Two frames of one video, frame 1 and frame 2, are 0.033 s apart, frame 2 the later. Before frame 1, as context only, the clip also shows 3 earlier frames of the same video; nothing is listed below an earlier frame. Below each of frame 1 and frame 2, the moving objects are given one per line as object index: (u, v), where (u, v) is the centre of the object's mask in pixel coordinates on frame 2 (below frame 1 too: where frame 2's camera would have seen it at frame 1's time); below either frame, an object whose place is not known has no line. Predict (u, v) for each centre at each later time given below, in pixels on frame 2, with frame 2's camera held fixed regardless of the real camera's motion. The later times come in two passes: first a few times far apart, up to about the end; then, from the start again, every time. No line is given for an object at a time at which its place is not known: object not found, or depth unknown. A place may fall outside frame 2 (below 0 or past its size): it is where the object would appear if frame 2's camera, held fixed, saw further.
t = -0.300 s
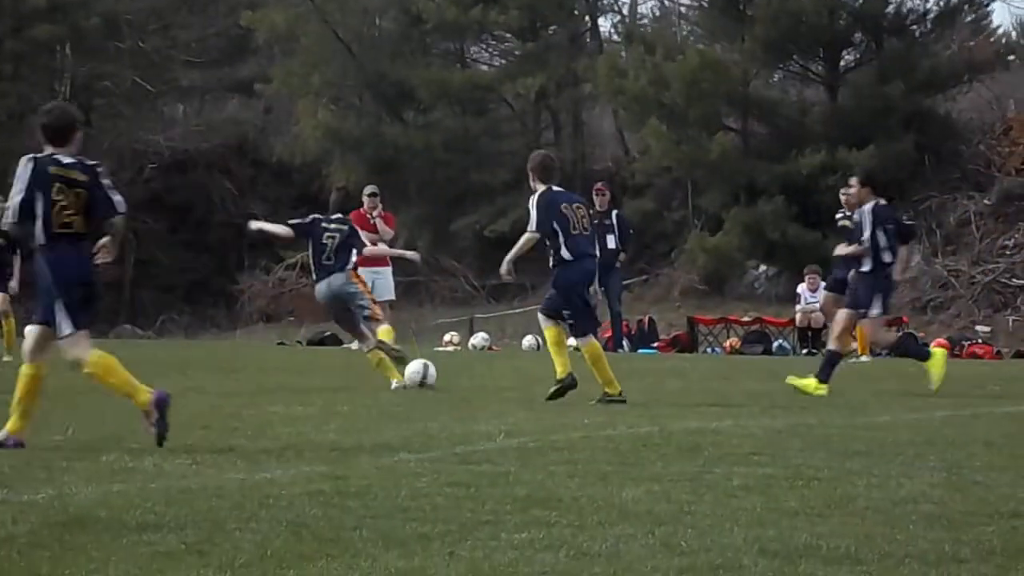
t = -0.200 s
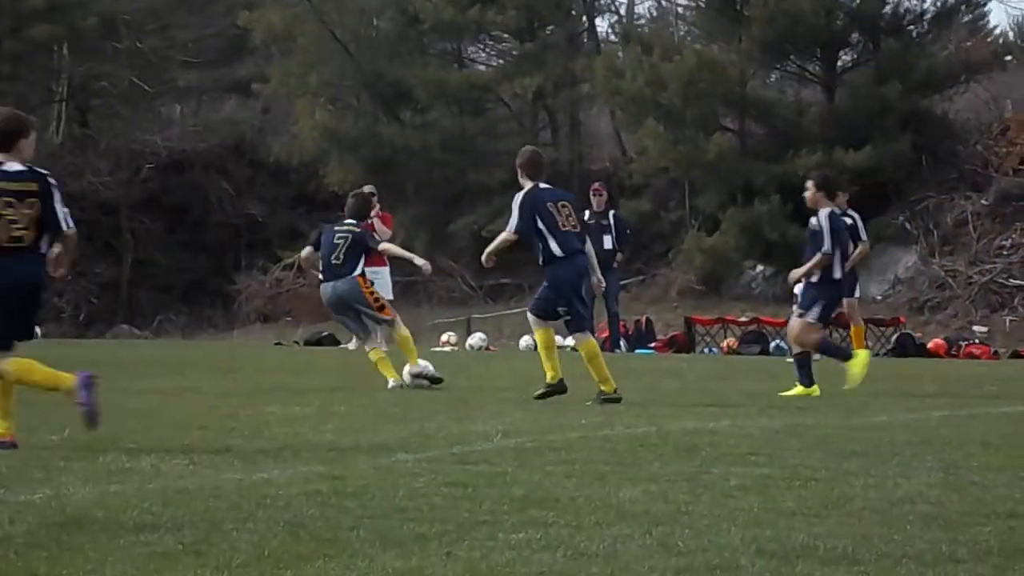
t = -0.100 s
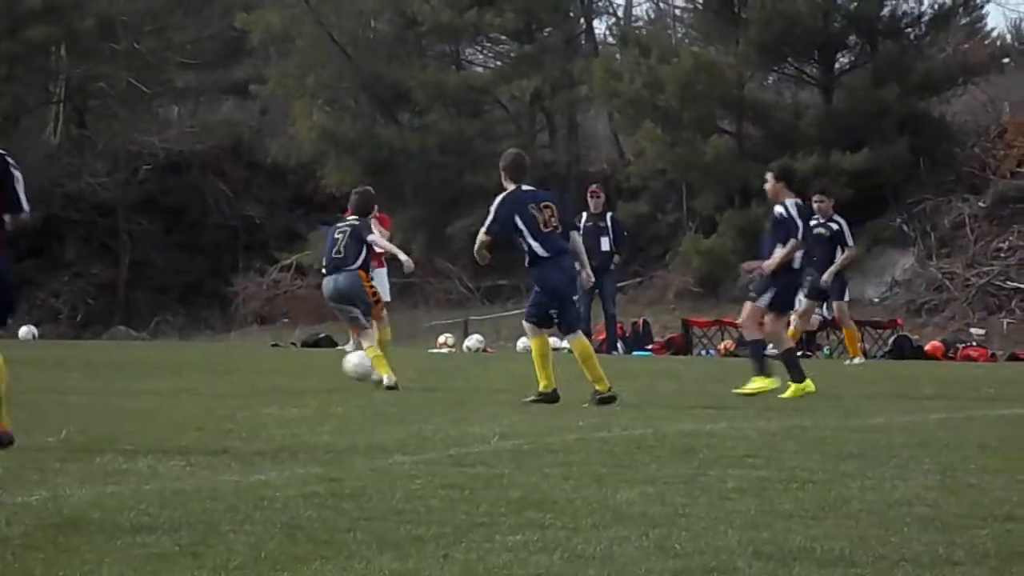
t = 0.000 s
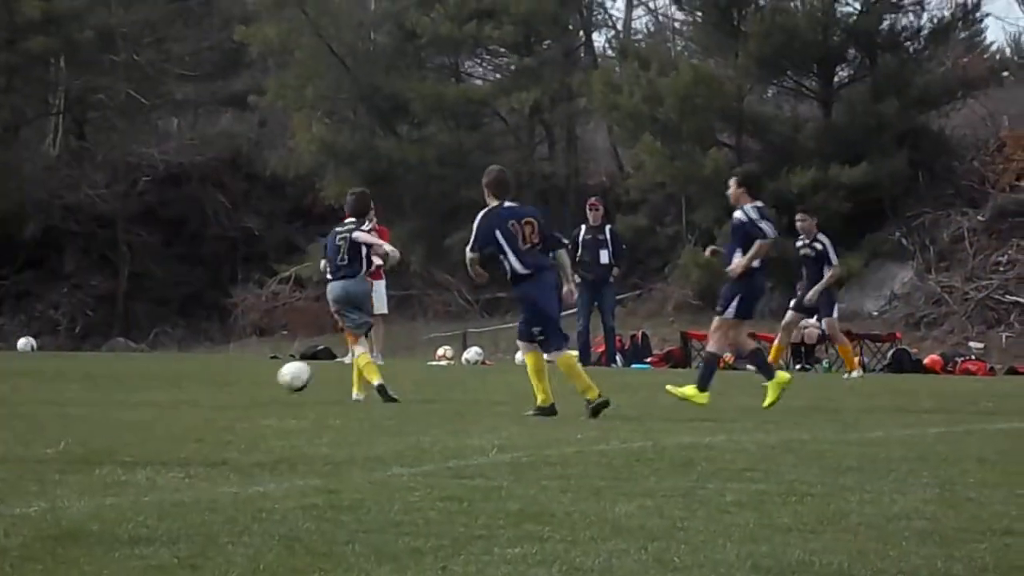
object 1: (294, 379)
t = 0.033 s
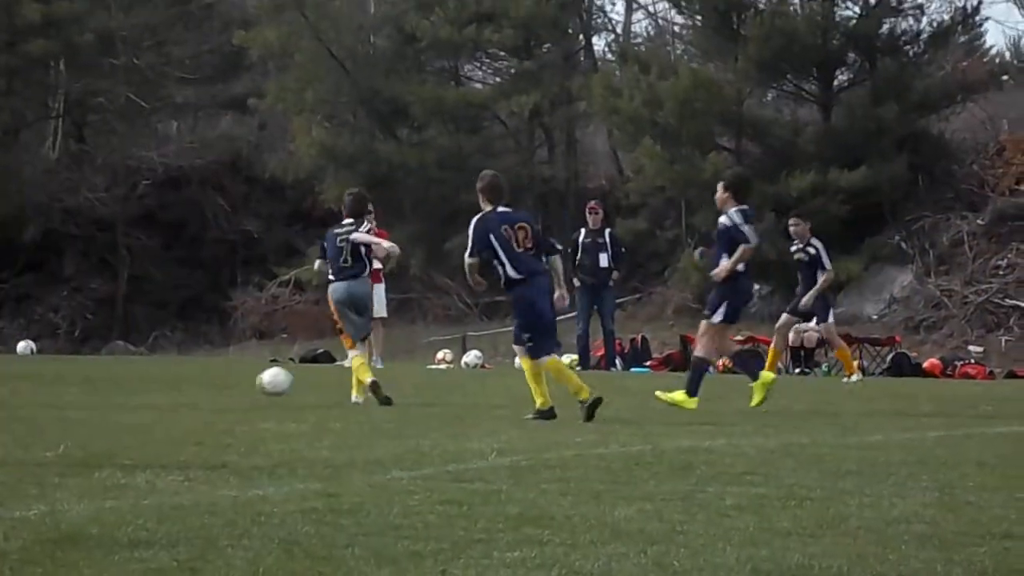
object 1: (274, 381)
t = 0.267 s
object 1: (156, 375)
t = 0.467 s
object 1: (80, 367)
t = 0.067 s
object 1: (254, 380)
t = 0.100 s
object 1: (236, 376)
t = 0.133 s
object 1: (221, 373)
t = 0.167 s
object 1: (204, 371)
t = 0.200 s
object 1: (188, 371)
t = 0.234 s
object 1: (172, 372)
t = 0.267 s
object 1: (156, 375)
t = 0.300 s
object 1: (141, 374)
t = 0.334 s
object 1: (129, 370)
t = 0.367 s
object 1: (117, 367)
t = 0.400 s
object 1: (105, 364)
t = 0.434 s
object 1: (92, 366)
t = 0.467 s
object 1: (80, 367)
